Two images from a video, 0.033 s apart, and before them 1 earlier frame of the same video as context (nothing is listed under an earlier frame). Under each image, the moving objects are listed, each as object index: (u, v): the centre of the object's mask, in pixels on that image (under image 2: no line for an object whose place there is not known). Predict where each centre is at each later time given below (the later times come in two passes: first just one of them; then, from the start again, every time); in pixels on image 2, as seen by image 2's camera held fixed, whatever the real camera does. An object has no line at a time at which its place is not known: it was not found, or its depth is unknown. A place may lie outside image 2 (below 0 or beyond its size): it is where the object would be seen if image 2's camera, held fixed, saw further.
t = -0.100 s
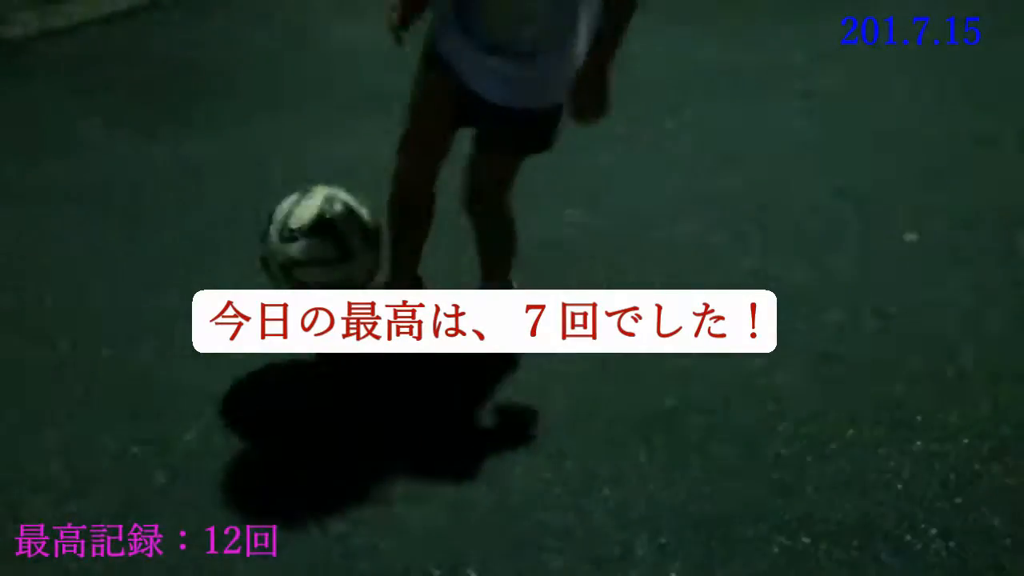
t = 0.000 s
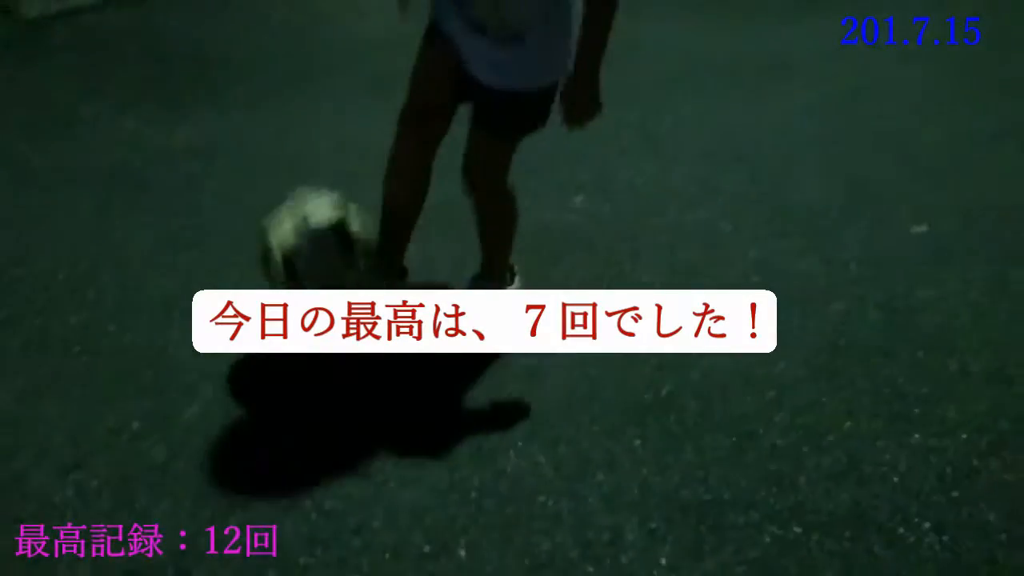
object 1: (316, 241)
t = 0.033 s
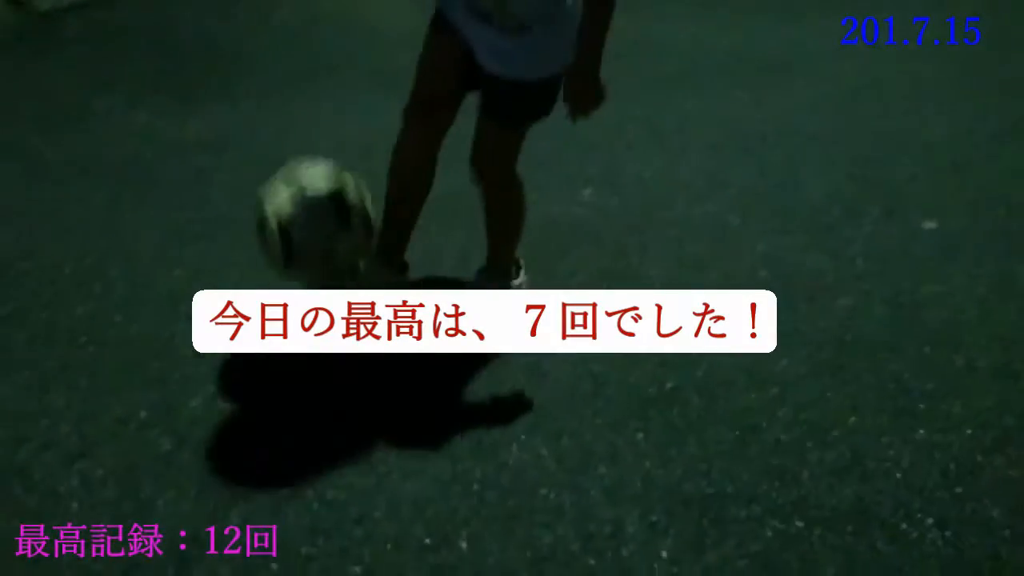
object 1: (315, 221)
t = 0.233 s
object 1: (275, 165)
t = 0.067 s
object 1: (309, 193)
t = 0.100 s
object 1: (294, 178)
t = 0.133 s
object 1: (283, 169)
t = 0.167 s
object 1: (278, 164)
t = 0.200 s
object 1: (274, 163)
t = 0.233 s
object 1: (275, 165)
